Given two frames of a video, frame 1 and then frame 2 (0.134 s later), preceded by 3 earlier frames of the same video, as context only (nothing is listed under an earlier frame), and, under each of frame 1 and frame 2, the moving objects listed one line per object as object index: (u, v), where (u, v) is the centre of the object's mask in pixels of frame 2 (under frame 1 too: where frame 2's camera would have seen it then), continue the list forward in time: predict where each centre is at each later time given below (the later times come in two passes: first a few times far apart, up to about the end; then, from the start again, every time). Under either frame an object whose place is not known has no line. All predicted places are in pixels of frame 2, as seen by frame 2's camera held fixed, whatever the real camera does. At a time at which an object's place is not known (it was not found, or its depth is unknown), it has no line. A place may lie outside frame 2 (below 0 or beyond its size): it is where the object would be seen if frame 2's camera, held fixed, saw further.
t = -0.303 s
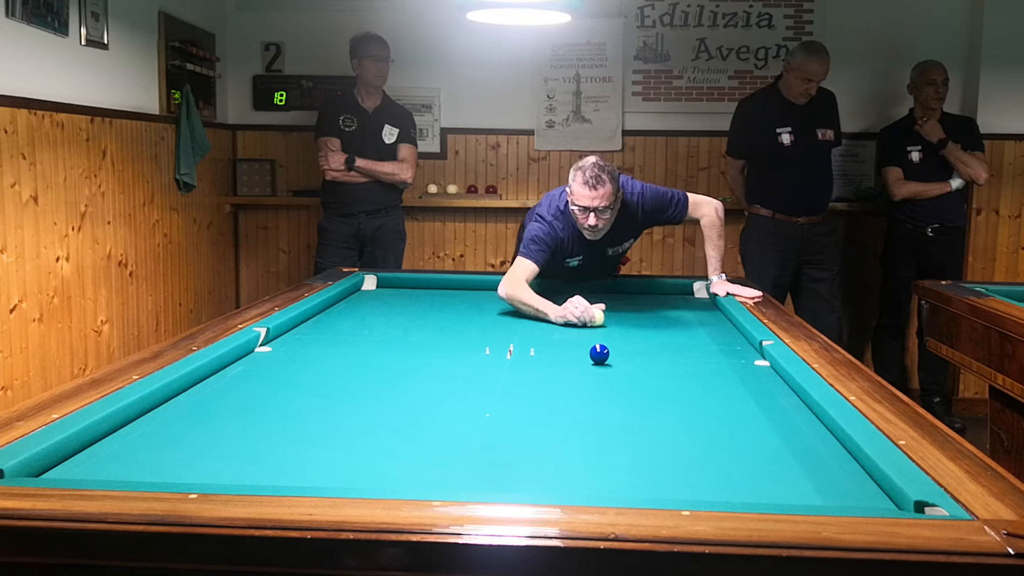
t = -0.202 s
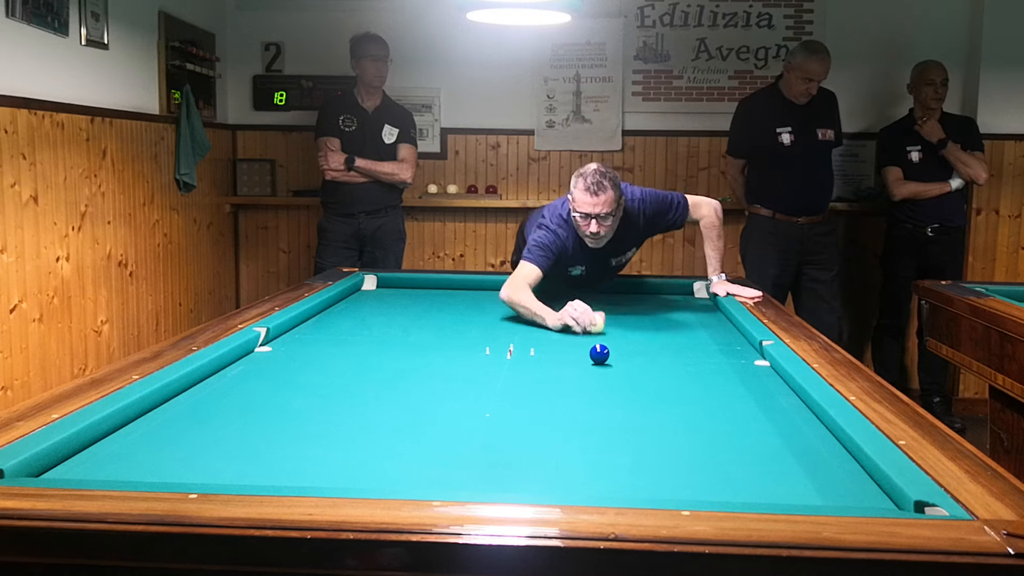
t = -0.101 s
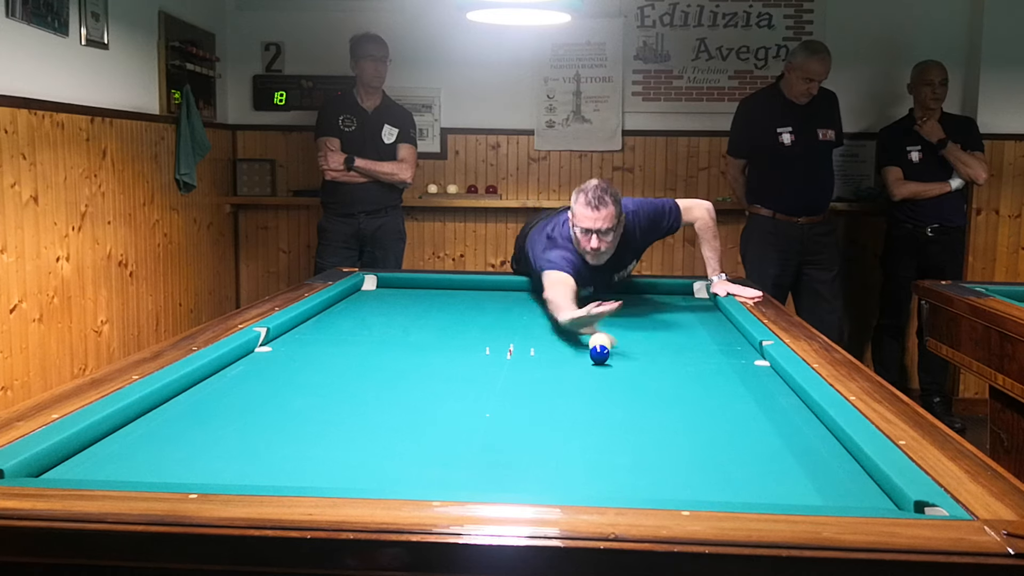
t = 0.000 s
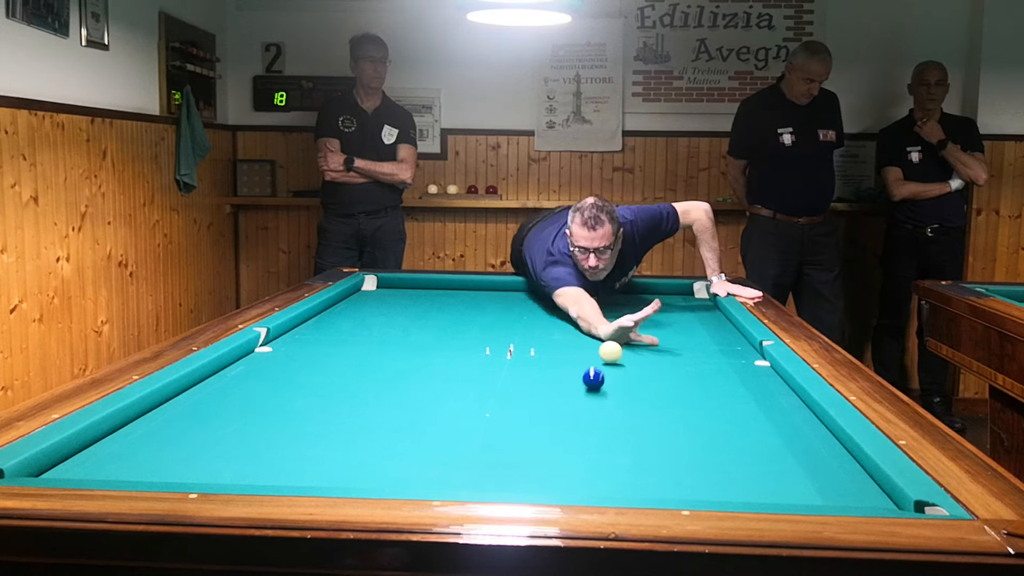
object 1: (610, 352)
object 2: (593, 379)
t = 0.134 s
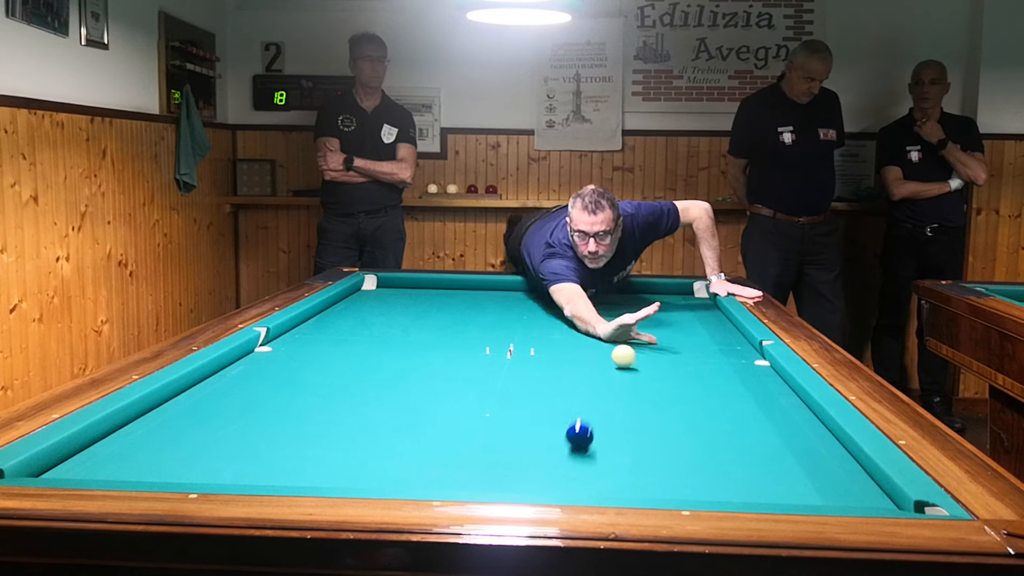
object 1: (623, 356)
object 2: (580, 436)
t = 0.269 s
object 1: (636, 361)
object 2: (562, 487)
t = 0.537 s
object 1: (662, 369)
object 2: (567, 393)
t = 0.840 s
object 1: (694, 379)
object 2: (569, 339)
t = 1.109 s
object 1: (723, 389)
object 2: (571, 311)
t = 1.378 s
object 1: (755, 399)
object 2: (572, 290)
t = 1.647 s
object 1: (787, 409)
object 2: (572, 299)
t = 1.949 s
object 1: (804, 420)
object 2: (572, 315)
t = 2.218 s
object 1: (798, 428)
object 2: (572, 332)
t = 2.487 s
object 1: (792, 436)
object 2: (573, 352)
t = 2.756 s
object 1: (786, 444)
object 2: (573, 377)
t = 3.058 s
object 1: (779, 453)
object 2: (574, 413)
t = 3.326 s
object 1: (772, 461)
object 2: (576, 457)
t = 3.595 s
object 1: (765, 469)
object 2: (578, 492)
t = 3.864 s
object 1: (758, 477)
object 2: (579, 465)
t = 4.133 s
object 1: (753, 484)
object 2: (580, 437)
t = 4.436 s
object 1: (746, 489)
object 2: (582, 411)
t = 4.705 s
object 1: (739, 492)
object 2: (583, 392)
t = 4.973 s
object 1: (733, 495)
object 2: (584, 377)
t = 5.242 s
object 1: (727, 498)
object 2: (584, 363)
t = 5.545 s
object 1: (720, 497)
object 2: (585, 350)
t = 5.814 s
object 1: (715, 495)
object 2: (586, 340)
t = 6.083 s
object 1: (712, 494)
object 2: (586, 331)
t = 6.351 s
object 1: (710, 494)
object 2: (587, 324)
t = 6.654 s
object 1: (710, 493)
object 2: (587, 316)
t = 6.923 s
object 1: (710, 493)
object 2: (587, 310)
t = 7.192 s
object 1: (710, 493)
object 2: (588, 304)
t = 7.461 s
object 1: (710, 493)
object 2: (589, 299)
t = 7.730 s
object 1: (710, 493)
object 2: (589, 295)
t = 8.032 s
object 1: (710, 493)
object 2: (589, 290)
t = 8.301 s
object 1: (710, 493)
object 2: (590, 288)
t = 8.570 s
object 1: (710, 493)
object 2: (590, 290)
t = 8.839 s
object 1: (710, 493)
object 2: (590, 293)
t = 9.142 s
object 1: (710, 493)
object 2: (591, 295)
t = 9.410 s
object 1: (710, 493)
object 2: (592, 297)
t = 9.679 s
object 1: (710, 493)
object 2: (592, 299)
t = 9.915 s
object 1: (710, 493)
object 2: (593, 300)
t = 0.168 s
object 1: (626, 357)
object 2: (575, 454)
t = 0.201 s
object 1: (629, 359)
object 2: (570, 475)
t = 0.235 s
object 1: (633, 360)
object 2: (565, 486)
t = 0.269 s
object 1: (636, 361)
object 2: (562, 487)
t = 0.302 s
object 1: (639, 362)
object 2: (563, 478)
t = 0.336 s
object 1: (642, 363)
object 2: (563, 464)
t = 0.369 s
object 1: (646, 364)
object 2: (564, 449)
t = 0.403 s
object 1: (649, 365)
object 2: (565, 434)
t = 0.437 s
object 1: (652, 366)
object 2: (565, 422)
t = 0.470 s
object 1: (656, 367)
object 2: (566, 412)
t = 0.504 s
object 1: (659, 368)
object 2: (566, 402)
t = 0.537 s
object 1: (662, 369)
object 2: (567, 393)
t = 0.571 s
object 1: (666, 370)
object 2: (567, 385)
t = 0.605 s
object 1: (669, 371)
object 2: (567, 377)
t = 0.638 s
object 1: (673, 372)
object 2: (568, 371)
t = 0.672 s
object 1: (676, 373)
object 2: (568, 364)
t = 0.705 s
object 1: (680, 374)
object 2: (568, 359)
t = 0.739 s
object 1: (683, 376)
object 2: (568, 354)
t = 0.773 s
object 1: (687, 377)
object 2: (569, 349)
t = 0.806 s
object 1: (690, 378)
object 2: (569, 344)
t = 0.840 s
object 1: (694, 379)
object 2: (569, 339)
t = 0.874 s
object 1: (698, 380)
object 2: (569, 335)
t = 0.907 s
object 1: (701, 381)
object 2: (570, 331)
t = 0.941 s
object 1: (705, 383)
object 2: (570, 327)
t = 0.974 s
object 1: (709, 384)
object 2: (570, 324)
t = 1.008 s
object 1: (712, 385)
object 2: (570, 320)
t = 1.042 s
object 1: (716, 386)
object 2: (571, 317)
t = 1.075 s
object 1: (720, 388)
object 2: (571, 314)
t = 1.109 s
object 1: (723, 389)
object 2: (571, 311)
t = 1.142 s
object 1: (727, 390)
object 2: (571, 308)
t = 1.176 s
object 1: (731, 391)
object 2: (571, 305)
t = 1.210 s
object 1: (735, 392)
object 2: (571, 302)
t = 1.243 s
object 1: (739, 394)
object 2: (572, 300)
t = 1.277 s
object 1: (743, 395)
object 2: (572, 297)
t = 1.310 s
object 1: (747, 396)
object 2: (572, 295)
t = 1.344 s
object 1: (751, 398)
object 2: (572, 292)
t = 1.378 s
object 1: (755, 399)
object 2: (572, 290)
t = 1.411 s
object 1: (759, 400)
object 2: (573, 288)
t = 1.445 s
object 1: (763, 401)
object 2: (573, 288)
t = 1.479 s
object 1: (767, 403)
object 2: (572, 290)
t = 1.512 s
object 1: (771, 404)
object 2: (573, 292)
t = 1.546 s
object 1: (775, 405)
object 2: (572, 294)
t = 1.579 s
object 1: (779, 407)
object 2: (572, 296)
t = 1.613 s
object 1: (783, 408)
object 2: (572, 298)
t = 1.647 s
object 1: (787, 409)
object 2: (572, 299)
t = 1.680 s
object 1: (792, 411)
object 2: (572, 301)
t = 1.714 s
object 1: (796, 412)
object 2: (572, 303)
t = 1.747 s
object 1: (800, 413)
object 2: (572, 305)
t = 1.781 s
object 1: (804, 415)
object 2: (572, 306)
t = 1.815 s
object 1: (807, 416)
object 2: (572, 308)
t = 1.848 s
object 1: (806, 417)
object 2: (572, 310)
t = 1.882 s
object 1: (805, 418)
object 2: (572, 311)
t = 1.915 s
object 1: (804, 419)
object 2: (572, 313)
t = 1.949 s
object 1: (804, 420)
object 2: (572, 315)
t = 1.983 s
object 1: (803, 421)
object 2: (572, 317)
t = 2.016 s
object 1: (802, 422)
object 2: (572, 319)
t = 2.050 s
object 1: (802, 423)
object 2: (572, 321)
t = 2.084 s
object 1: (801, 424)
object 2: (572, 323)
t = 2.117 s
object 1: (800, 425)
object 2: (573, 325)
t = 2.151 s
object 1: (800, 426)
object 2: (573, 327)
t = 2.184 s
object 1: (799, 427)
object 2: (572, 329)
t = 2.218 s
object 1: (798, 428)
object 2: (572, 332)
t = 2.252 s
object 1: (797, 429)
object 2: (573, 334)
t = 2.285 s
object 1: (797, 430)
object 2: (573, 336)
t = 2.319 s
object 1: (796, 431)
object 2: (573, 339)
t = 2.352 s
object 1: (795, 432)
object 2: (573, 341)
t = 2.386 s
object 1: (795, 433)
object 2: (573, 344)
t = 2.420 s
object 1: (794, 434)
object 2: (573, 346)
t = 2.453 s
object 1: (793, 435)
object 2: (573, 349)
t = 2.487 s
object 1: (792, 436)
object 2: (573, 352)
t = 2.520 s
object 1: (792, 437)
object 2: (573, 354)
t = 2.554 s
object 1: (791, 438)
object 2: (573, 358)
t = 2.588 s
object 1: (790, 439)
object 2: (573, 361)
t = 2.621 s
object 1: (789, 440)
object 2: (573, 363)
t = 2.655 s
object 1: (788, 441)
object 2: (573, 367)
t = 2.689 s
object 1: (788, 442)
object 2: (573, 370)
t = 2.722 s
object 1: (787, 443)
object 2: (573, 373)
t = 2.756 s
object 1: (786, 444)
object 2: (573, 377)
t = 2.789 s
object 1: (785, 445)
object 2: (573, 380)
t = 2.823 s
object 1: (784, 446)
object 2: (573, 384)
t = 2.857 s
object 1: (783, 447)
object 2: (574, 387)
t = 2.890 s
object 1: (783, 448)
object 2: (574, 392)
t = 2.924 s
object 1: (782, 449)
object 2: (574, 396)
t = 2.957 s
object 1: (781, 450)
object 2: (574, 400)
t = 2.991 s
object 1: (780, 451)
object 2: (574, 404)
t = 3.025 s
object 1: (779, 452)
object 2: (574, 409)
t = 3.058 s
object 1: (779, 453)
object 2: (574, 413)
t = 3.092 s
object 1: (778, 454)
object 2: (574, 418)
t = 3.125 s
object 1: (777, 455)
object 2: (575, 423)
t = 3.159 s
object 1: (776, 456)
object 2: (575, 428)
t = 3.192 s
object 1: (775, 457)
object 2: (575, 433)
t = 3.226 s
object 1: (774, 458)
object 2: (575, 439)
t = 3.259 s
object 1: (774, 459)
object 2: (575, 445)
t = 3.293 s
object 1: (773, 460)
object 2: (575, 451)
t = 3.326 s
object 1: (772, 461)
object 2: (576, 457)
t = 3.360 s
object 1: (771, 462)
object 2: (576, 464)
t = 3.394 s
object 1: (770, 463)
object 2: (576, 471)
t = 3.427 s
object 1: (769, 464)
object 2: (576, 477)
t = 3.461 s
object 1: (768, 465)
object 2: (576, 482)
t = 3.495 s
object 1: (767, 466)
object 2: (577, 486)
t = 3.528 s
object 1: (767, 467)
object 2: (577, 489)
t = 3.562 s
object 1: (766, 468)
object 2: (577, 492)
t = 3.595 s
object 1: (765, 469)
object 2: (578, 492)
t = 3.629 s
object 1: (764, 470)
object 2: (578, 489)
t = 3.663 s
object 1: (763, 471)
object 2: (578, 486)
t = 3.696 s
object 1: (762, 472)
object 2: (578, 483)
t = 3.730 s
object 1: (762, 473)
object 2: (578, 480)
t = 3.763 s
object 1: (761, 474)
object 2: (578, 477)
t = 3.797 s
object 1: (760, 475)
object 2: (578, 473)
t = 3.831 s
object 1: (759, 476)
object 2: (579, 469)
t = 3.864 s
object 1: (758, 477)
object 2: (579, 465)
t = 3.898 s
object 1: (758, 478)
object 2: (579, 461)
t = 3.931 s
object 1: (757, 479)
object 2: (579, 457)
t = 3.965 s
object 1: (756, 480)
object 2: (579, 453)
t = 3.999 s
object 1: (755, 481)
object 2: (580, 450)
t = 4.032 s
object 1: (755, 482)
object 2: (580, 446)
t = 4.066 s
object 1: (754, 482)
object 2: (580, 443)
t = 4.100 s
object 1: (753, 483)
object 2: (580, 440)
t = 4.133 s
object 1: (753, 484)
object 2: (580, 437)
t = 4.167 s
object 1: (752, 484)
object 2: (581, 433)
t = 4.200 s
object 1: (751, 485)
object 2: (581, 430)
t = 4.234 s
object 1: (750, 486)
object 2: (581, 427)
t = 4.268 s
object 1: (749, 486)
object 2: (581, 424)
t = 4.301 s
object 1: (749, 487)
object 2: (581, 421)
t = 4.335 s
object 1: (748, 487)
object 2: (581, 419)
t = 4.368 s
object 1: (747, 488)
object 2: (582, 416)
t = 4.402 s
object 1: (746, 488)
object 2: (582, 414)
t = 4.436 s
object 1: (746, 489)
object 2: (582, 411)
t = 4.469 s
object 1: (745, 489)
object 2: (582, 409)
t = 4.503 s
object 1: (744, 489)
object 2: (582, 406)
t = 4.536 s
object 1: (743, 490)
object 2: (583, 404)
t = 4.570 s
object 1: (743, 490)
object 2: (583, 401)
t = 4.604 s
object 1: (742, 491)
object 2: (583, 399)
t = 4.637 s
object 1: (741, 491)
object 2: (583, 397)
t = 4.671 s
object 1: (740, 491)
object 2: (583, 395)
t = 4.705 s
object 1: (739, 492)
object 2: (583, 392)
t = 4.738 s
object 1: (738, 492)
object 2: (583, 390)
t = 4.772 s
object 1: (737, 493)
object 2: (583, 388)
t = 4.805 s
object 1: (737, 493)
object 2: (583, 386)
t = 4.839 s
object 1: (736, 493)
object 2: (583, 384)
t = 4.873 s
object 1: (735, 494)
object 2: (583, 382)
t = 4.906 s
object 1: (734, 494)
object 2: (583, 380)
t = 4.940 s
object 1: (734, 495)
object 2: (583, 378)
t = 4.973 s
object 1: (733, 495)
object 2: (584, 377)
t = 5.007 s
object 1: (732, 495)
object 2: (584, 375)
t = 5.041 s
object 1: (731, 496)
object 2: (584, 373)
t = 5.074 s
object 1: (731, 496)
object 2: (584, 371)
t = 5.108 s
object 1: (730, 497)
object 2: (584, 370)
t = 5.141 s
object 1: (730, 497)
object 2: (584, 368)
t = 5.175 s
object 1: (729, 497)
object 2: (584, 366)
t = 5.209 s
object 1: (728, 497)
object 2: (584, 365)
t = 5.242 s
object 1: (727, 498)
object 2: (584, 363)
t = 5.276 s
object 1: (727, 498)
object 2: (584, 362)
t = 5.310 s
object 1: (726, 498)
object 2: (584, 360)
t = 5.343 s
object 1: (725, 498)
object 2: (584, 359)
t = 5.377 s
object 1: (724, 498)
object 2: (585, 357)
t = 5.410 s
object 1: (723, 497)
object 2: (585, 355)
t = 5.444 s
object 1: (722, 497)
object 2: (585, 354)
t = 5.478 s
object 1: (722, 497)
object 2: (585, 353)
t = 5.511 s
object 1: (721, 497)
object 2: (585, 351)
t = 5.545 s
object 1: (720, 497)
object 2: (585, 350)
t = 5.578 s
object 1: (720, 497)
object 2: (585, 349)
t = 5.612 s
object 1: (719, 496)
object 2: (585, 348)
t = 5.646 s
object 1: (718, 496)
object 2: (585, 346)
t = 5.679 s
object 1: (717, 496)
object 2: (585, 345)
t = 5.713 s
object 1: (717, 496)
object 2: (586, 344)
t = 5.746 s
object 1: (716, 496)
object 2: (586, 342)
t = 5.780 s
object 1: (716, 496)
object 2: (586, 341)
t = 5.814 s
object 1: (715, 495)
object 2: (586, 340)
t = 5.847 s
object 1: (715, 495)
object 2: (586, 339)
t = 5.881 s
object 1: (714, 495)
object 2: (586, 338)
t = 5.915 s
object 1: (714, 495)
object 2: (586, 337)
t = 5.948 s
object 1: (713, 495)
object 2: (586, 336)
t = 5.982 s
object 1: (713, 495)
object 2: (586, 334)
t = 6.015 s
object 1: (712, 495)
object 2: (586, 333)
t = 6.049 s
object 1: (712, 495)
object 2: (586, 332)
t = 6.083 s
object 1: (712, 494)
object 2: (586, 331)
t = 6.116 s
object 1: (711, 494)
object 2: (587, 330)
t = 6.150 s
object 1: (711, 494)
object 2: (587, 329)
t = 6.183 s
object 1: (711, 494)
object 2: (587, 328)
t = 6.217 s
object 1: (710, 494)
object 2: (587, 327)
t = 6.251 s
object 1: (710, 494)
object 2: (587, 326)
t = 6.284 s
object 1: (710, 494)
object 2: (587, 325)
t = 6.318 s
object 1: (710, 494)
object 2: (587, 325)
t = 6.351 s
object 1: (710, 494)
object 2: (587, 324)
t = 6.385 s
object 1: (710, 494)
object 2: (587, 323)
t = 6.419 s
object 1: (710, 494)
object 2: (587, 322)
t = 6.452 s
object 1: (710, 494)
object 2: (587, 321)
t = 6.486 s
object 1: (710, 494)
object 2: (587, 320)
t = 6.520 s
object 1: (710, 494)
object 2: (587, 319)
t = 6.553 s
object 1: (710, 493)
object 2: (587, 318)
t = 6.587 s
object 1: (710, 493)
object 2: (587, 317)
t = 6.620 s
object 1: (710, 493)
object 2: (587, 316)
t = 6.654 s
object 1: (710, 493)
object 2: (587, 316)
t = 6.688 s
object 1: (710, 493)
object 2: (587, 315)
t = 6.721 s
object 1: (710, 493)
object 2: (587, 314)
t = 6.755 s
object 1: (710, 493)
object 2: (587, 313)
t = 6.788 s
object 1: (710, 493)
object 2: (587, 313)
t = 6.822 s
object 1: (710, 493)
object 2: (587, 312)
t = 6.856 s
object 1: (710, 493)
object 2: (587, 311)
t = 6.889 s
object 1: (710, 493)
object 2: (587, 310)
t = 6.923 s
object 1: (710, 493)
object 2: (587, 310)
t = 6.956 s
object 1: (710, 493)
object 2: (587, 309)
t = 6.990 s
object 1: (710, 493)
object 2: (587, 308)
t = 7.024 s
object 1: (710, 493)
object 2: (588, 308)
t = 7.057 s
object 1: (710, 493)
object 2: (588, 307)
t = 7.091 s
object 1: (710, 493)
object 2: (588, 306)
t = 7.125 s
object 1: (710, 493)
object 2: (588, 306)
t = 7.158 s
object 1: (710, 493)
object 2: (588, 305)
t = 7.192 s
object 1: (710, 493)
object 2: (588, 304)
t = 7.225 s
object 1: (710, 493)
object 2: (588, 303)
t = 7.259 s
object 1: (710, 493)
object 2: (588, 303)
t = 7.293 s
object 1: (710, 493)
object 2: (588, 302)
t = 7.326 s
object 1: (710, 493)
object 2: (588, 301)
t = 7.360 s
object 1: (710, 493)
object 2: (588, 301)
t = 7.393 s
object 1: (710, 493)
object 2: (588, 300)
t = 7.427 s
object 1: (710, 493)
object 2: (589, 300)
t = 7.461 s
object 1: (710, 493)
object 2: (589, 299)
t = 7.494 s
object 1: (710, 493)
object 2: (589, 299)
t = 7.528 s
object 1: (710, 493)
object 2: (589, 298)
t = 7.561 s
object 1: (710, 493)
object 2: (589, 297)
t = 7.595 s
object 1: (710, 493)
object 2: (589, 297)
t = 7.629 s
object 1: (710, 493)
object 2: (589, 296)
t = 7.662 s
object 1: (710, 493)
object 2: (589, 296)
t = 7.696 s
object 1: (710, 493)
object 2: (589, 295)
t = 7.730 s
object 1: (710, 493)
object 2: (589, 295)
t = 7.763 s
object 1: (710, 493)
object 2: (589, 294)
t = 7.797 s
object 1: (710, 493)
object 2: (589, 294)
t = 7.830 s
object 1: (710, 493)
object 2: (589, 293)
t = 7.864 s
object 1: (710, 493)
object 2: (589, 293)
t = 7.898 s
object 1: (710, 493)
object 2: (589, 292)
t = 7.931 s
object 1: (710, 493)
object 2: (589, 292)
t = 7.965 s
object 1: (710, 493)
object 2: (589, 291)
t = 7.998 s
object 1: (710, 493)
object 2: (589, 291)
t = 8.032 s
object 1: (710, 493)
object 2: (589, 290)
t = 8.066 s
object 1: (710, 493)
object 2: (589, 290)
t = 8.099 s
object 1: (710, 493)
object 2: (589, 289)
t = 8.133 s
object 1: (710, 493)
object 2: (589, 289)
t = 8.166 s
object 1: (710, 493)
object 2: (590, 288)
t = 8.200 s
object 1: (710, 493)
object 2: (590, 288)
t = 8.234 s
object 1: (710, 493)
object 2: (590, 288)
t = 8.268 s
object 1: (710, 493)
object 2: (590, 288)
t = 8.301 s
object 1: (710, 493)
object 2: (590, 288)
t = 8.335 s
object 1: (710, 493)
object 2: (590, 288)
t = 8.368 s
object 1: (710, 493)
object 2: (590, 289)
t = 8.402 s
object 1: (710, 493)
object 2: (590, 289)
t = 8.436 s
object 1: (710, 493)
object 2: (590, 289)
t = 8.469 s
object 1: (710, 493)
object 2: (590, 290)
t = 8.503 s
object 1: (710, 493)
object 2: (590, 290)
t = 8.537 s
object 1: (710, 493)
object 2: (590, 290)
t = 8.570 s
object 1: (710, 493)
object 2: (590, 290)
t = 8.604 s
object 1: (710, 493)
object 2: (590, 291)
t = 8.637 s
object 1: (710, 493)
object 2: (590, 291)
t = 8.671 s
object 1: (710, 493)
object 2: (590, 291)
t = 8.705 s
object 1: (710, 493)
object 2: (590, 291)
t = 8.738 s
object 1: (710, 493)
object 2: (590, 292)
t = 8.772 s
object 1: (710, 493)
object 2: (590, 292)
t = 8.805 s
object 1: (710, 493)
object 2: (590, 292)
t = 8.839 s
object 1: (710, 493)
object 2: (590, 293)
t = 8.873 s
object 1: (710, 493)
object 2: (590, 293)
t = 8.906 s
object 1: (710, 493)
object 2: (590, 293)
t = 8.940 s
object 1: (710, 493)
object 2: (590, 293)
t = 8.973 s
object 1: (710, 493)
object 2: (591, 293)
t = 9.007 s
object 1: (710, 493)
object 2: (591, 294)
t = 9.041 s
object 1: (710, 493)
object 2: (591, 294)
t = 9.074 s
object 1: (710, 493)
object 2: (591, 294)
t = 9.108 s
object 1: (710, 493)
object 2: (591, 294)
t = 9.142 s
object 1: (710, 493)
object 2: (591, 295)
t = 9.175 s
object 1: (710, 493)
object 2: (591, 295)
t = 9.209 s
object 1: (710, 493)
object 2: (591, 295)
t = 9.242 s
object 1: (710, 493)
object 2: (591, 296)
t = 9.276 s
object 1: (710, 493)
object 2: (591, 296)
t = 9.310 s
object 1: (710, 493)
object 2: (591, 296)
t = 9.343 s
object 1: (710, 493)
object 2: (591, 296)
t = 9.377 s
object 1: (710, 493)
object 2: (591, 296)
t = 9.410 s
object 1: (710, 493)
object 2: (592, 297)
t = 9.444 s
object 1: (710, 493)
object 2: (592, 297)
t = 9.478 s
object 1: (710, 493)
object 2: (592, 297)
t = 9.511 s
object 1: (710, 493)
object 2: (592, 297)
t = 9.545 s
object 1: (710, 493)
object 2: (592, 297)
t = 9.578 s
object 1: (710, 493)
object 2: (592, 298)
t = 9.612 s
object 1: (710, 493)
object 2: (592, 298)
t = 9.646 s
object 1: (710, 493)
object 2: (592, 298)
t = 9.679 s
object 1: (710, 493)
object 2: (592, 299)
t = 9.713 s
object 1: (710, 493)
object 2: (592, 299)
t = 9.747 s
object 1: (710, 493)
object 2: (592, 299)
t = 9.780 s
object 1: (710, 493)
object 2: (592, 299)
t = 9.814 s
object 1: (710, 493)
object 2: (592, 300)
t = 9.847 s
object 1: (710, 493)
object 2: (592, 300)
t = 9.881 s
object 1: (710, 493)
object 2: (592, 300)
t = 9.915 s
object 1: (710, 493)
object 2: (593, 300)
